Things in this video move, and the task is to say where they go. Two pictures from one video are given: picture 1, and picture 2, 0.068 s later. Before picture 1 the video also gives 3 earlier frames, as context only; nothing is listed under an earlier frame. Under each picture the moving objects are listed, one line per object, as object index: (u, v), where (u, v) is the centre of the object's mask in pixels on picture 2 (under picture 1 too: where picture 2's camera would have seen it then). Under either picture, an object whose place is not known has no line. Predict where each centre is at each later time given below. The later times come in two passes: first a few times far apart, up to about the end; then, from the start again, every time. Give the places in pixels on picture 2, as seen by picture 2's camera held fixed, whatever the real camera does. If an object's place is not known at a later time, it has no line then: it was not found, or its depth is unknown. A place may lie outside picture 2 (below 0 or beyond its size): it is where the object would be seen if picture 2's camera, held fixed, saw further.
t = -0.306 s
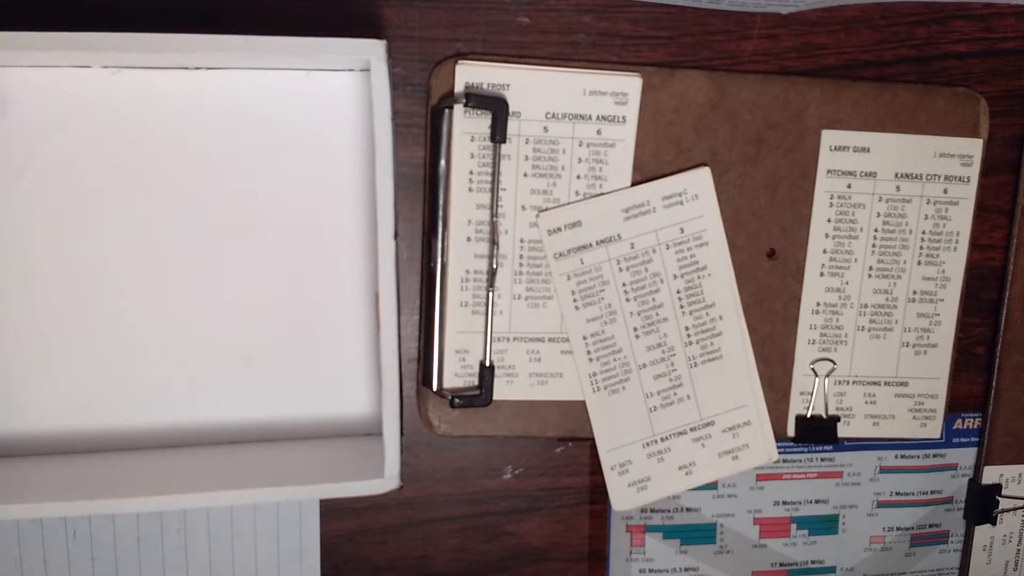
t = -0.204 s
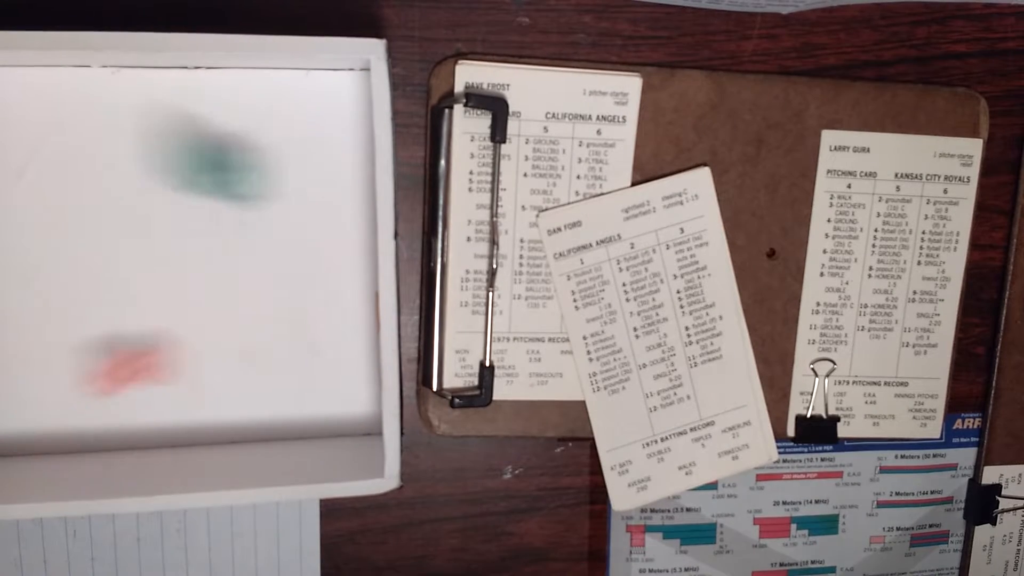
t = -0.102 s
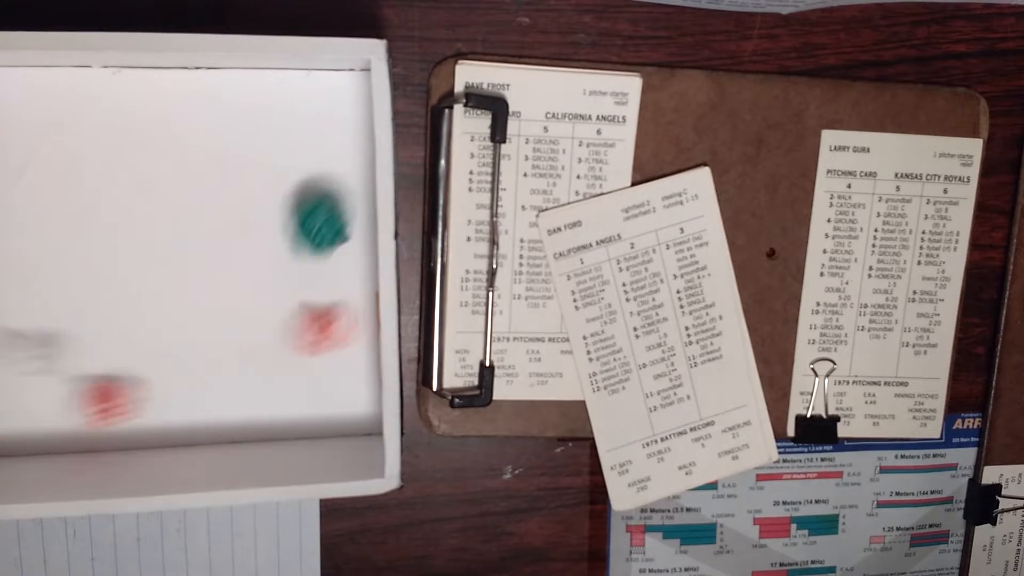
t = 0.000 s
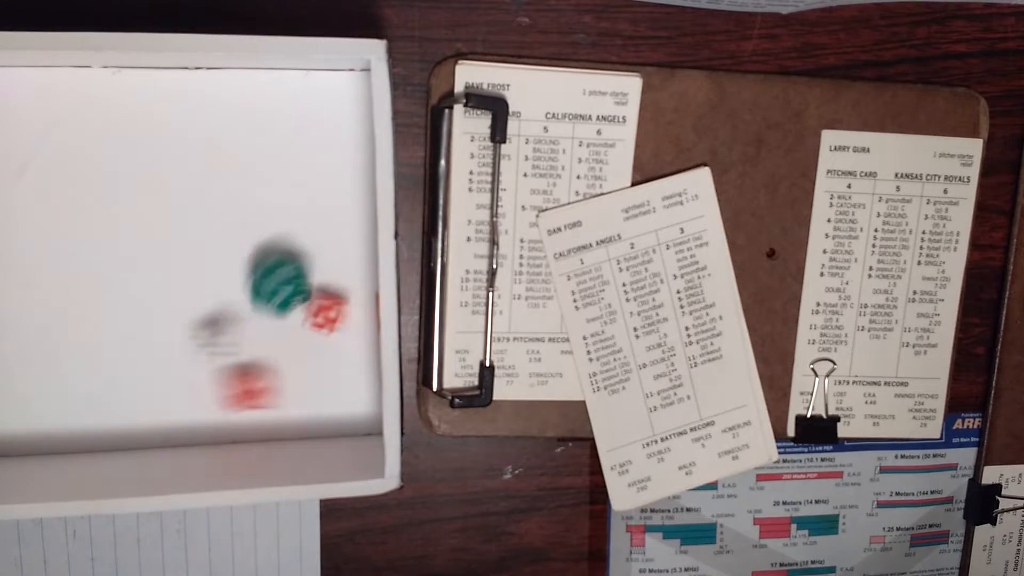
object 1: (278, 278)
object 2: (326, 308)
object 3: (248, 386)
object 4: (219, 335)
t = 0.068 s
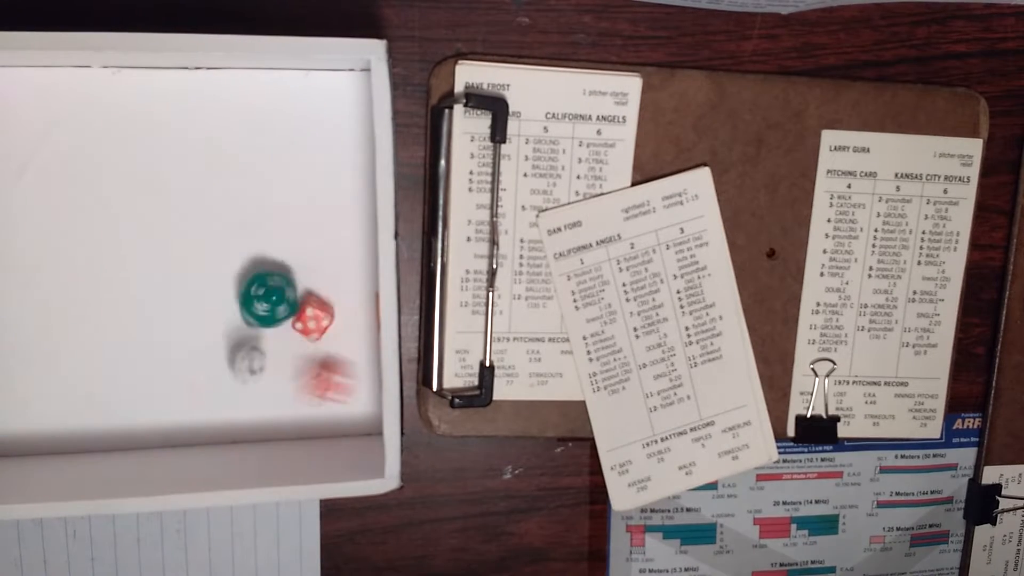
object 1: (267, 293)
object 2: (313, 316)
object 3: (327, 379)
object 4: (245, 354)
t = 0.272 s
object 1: (263, 295)
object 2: (322, 322)
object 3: (316, 375)
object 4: (210, 414)
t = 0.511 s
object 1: (262, 295)
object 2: (322, 322)
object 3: (316, 374)
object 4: (206, 408)
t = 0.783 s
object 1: (262, 295)
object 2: (322, 322)
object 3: (316, 375)
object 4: (206, 408)
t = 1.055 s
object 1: (262, 295)
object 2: (322, 322)
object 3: (316, 375)
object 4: (206, 408)
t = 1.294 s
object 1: (262, 295)
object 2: (322, 322)
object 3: (316, 375)
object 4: (206, 408)
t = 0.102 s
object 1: (265, 295)
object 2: (317, 319)
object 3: (355, 378)
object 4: (240, 375)
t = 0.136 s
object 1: (262, 296)
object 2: (321, 321)
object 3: (345, 379)
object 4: (231, 387)
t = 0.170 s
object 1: (262, 295)
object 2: (322, 321)
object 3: (330, 379)
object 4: (225, 404)
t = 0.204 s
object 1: (262, 295)
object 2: (322, 322)
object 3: (321, 378)
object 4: (217, 423)
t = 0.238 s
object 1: (262, 295)
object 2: (322, 322)
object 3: (316, 375)
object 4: (213, 424)
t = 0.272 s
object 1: (263, 295)
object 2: (322, 322)
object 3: (316, 375)
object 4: (210, 414)
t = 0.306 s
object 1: (263, 295)
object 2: (322, 322)
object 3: (316, 375)
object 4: (207, 409)
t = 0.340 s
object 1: (263, 295)
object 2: (322, 322)
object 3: (316, 375)
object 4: (206, 408)
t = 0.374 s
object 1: (263, 295)
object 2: (322, 322)
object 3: (316, 375)
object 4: (206, 408)
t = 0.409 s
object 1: (262, 295)
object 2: (322, 322)
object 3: (316, 375)
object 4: (206, 408)
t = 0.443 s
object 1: (263, 295)
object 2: (322, 322)
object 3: (316, 374)
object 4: (206, 408)
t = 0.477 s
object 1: (263, 295)
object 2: (322, 322)
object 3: (316, 374)
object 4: (206, 408)
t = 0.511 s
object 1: (262, 295)
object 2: (322, 322)
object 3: (316, 374)
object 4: (206, 408)
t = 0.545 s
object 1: (262, 295)
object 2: (322, 322)
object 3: (316, 375)
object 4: (206, 408)
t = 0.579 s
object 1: (262, 295)
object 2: (322, 322)
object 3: (316, 375)
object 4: (206, 408)
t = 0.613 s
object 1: (263, 295)
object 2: (322, 322)
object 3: (316, 374)
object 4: (206, 408)
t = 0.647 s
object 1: (263, 295)
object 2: (322, 322)
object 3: (316, 375)
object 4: (206, 408)
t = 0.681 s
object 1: (263, 295)
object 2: (322, 322)
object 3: (316, 374)
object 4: (206, 408)
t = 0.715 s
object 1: (263, 295)
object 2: (322, 322)
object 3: (316, 375)
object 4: (206, 408)
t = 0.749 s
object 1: (263, 296)
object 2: (323, 322)
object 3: (317, 375)
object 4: (206, 408)
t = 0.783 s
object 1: (262, 295)
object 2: (322, 322)
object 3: (316, 375)
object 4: (206, 408)
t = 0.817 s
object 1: (263, 295)
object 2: (322, 322)
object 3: (316, 375)
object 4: (206, 408)
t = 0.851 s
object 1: (263, 295)
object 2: (322, 322)
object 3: (316, 375)
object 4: (206, 408)
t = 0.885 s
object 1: (263, 295)
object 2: (322, 322)
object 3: (316, 375)
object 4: (206, 408)
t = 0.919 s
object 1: (263, 295)
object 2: (322, 322)
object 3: (316, 375)
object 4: (206, 408)
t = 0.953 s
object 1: (263, 295)
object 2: (322, 322)
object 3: (316, 375)
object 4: (206, 408)
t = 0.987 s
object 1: (262, 295)
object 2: (322, 322)
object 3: (316, 375)
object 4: (206, 408)
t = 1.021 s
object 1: (262, 295)
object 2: (322, 322)
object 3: (316, 375)
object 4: (206, 408)
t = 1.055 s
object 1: (262, 295)
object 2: (322, 322)
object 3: (316, 375)
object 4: (206, 408)
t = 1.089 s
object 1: (263, 295)
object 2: (322, 322)
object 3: (316, 375)
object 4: (206, 408)
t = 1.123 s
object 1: (263, 295)
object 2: (322, 322)
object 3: (316, 375)
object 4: (206, 408)
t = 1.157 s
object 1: (262, 295)
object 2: (322, 322)
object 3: (316, 375)
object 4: (206, 408)
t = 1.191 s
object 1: (262, 295)
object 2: (322, 322)
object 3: (316, 375)
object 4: (206, 408)
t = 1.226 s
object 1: (263, 295)
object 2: (322, 322)
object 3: (316, 375)
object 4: (206, 408)
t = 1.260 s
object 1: (263, 295)
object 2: (322, 322)
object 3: (316, 375)
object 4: (206, 408)
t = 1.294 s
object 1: (262, 295)
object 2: (322, 322)
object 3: (316, 375)
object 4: (206, 408)
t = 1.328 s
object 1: (262, 295)
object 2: (322, 322)
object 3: (316, 375)
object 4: (206, 408)
